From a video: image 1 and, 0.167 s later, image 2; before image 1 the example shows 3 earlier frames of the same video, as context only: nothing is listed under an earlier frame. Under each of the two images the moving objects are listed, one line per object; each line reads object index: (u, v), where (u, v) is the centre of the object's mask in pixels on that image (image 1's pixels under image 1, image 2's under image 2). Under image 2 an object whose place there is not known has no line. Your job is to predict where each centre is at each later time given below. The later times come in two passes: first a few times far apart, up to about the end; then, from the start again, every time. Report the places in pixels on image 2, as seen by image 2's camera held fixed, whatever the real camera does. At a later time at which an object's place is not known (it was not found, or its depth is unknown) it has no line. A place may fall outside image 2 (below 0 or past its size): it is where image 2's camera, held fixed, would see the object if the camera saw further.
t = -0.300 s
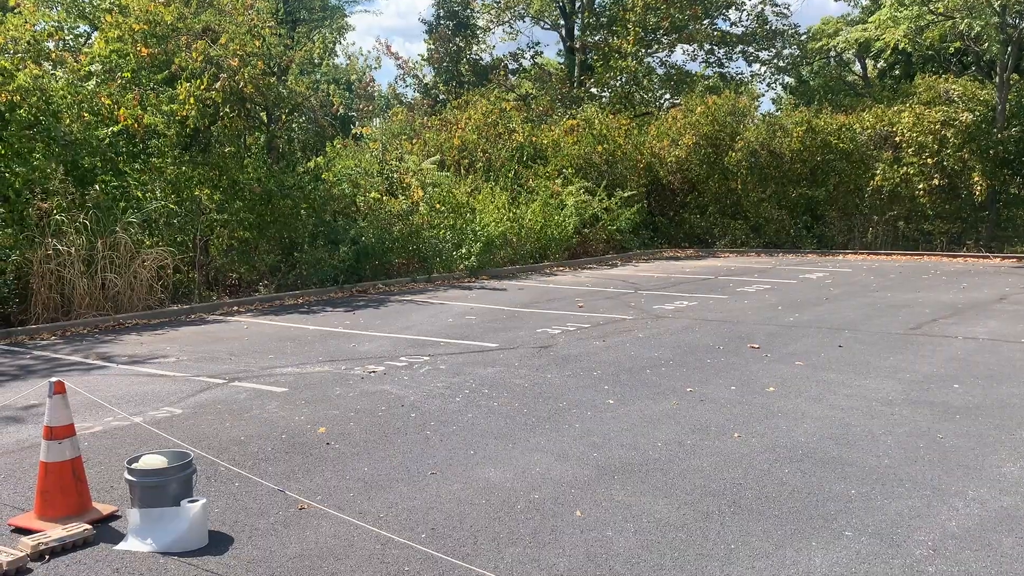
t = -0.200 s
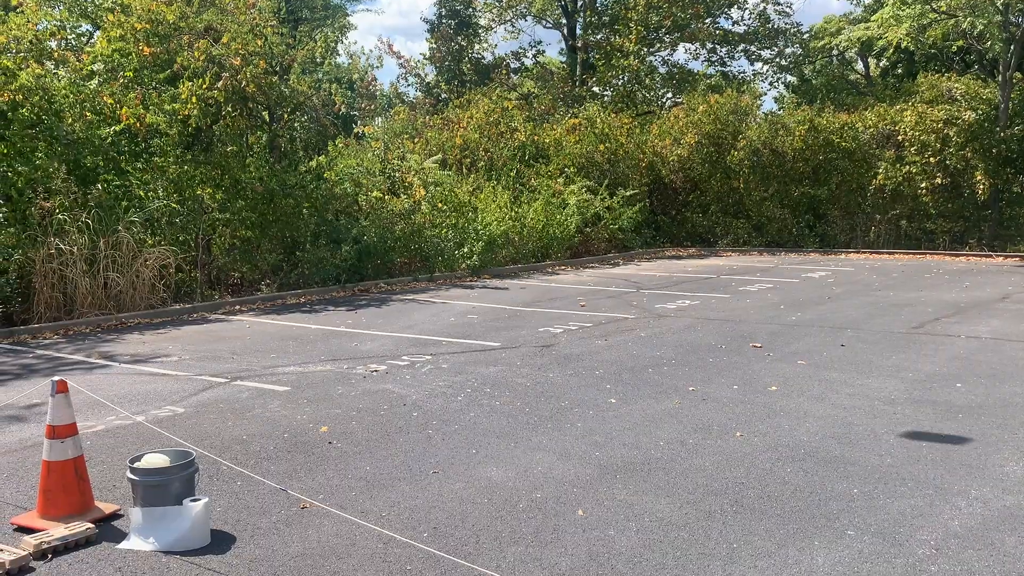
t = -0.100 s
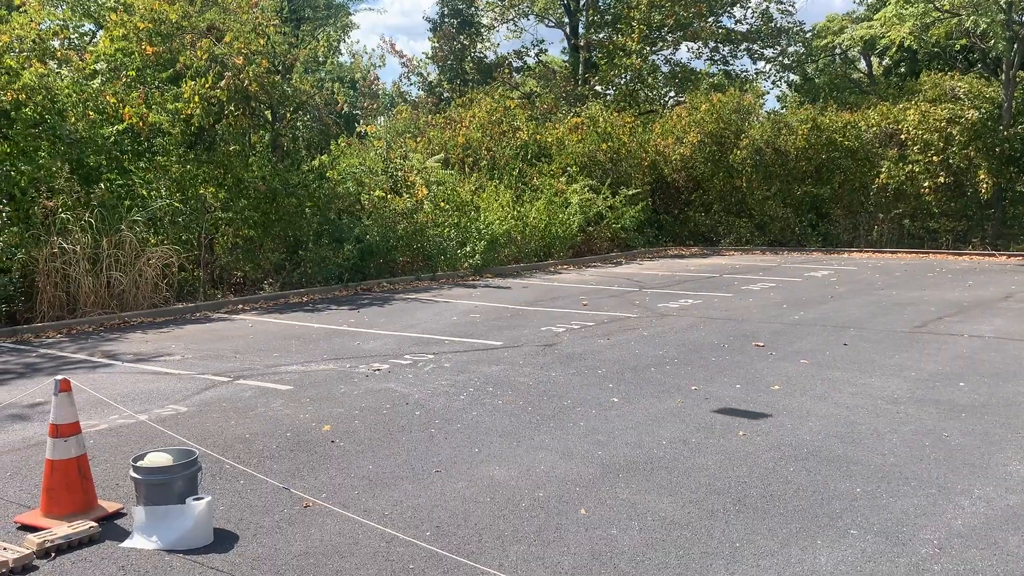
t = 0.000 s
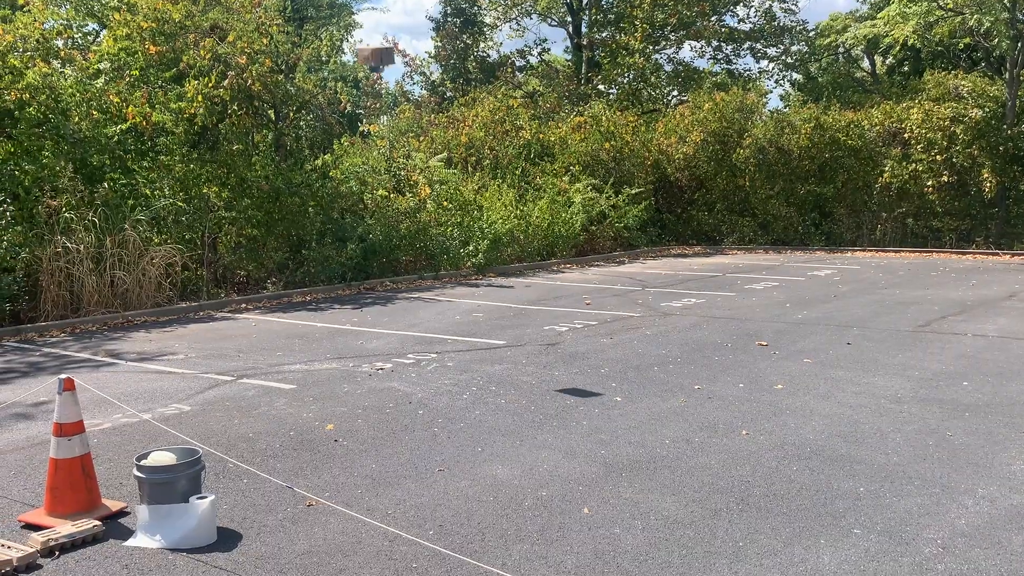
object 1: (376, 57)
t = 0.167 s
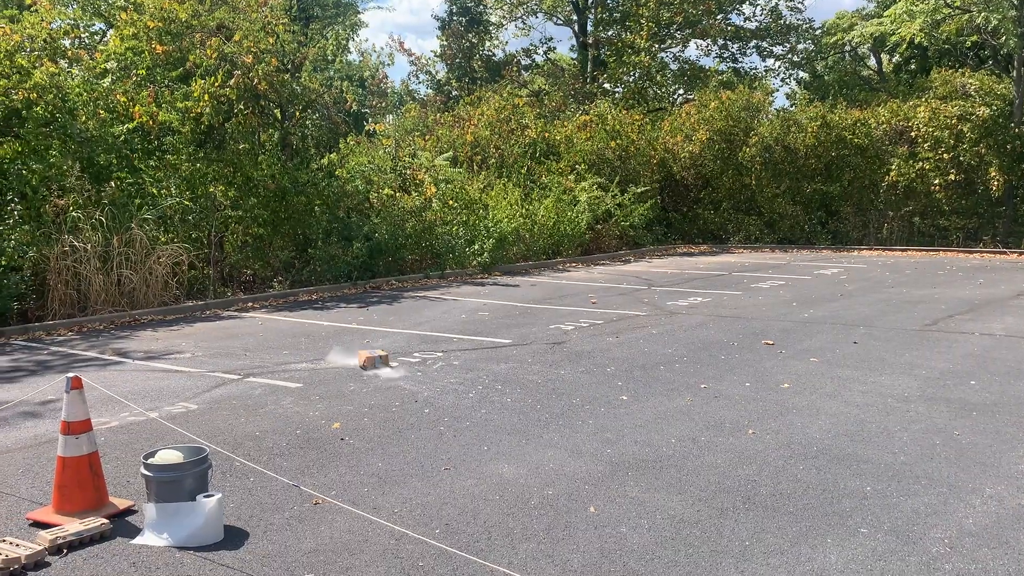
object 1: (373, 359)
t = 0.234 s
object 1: (369, 352)
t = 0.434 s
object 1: (358, 349)
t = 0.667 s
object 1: (341, 357)
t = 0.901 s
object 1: (341, 357)
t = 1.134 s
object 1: (343, 357)
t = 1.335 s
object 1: (343, 357)
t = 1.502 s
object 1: (342, 357)
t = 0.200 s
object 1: (371, 357)
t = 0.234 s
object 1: (369, 352)
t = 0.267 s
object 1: (367, 349)
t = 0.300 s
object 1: (365, 348)
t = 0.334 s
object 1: (364, 347)
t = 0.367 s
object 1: (362, 347)
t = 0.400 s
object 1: (360, 348)
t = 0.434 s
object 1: (358, 349)
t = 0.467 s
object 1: (355, 350)
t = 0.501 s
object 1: (352, 351)
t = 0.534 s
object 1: (349, 353)
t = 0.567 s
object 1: (346, 355)
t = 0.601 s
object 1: (343, 357)
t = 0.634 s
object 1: (342, 357)
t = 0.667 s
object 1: (341, 357)
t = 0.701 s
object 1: (340, 356)
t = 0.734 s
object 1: (339, 356)
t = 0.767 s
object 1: (339, 356)
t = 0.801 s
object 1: (339, 356)
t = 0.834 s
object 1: (339, 357)
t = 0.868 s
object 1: (340, 357)
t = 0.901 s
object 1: (341, 357)
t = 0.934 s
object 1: (341, 357)
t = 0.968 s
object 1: (342, 357)
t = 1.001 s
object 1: (342, 357)
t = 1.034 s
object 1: (342, 357)
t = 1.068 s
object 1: (342, 357)
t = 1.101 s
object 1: (342, 357)
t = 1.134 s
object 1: (343, 357)
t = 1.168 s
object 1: (343, 357)
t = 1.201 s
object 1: (343, 357)
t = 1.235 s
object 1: (343, 357)
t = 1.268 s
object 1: (343, 357)
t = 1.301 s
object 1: (342, 357)
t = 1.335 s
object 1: (343, 357)
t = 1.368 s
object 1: (342, 357)
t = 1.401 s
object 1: (342, 357)
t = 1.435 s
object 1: (343, 357)
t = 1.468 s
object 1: (343, 357)
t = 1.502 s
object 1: (342, 357)
